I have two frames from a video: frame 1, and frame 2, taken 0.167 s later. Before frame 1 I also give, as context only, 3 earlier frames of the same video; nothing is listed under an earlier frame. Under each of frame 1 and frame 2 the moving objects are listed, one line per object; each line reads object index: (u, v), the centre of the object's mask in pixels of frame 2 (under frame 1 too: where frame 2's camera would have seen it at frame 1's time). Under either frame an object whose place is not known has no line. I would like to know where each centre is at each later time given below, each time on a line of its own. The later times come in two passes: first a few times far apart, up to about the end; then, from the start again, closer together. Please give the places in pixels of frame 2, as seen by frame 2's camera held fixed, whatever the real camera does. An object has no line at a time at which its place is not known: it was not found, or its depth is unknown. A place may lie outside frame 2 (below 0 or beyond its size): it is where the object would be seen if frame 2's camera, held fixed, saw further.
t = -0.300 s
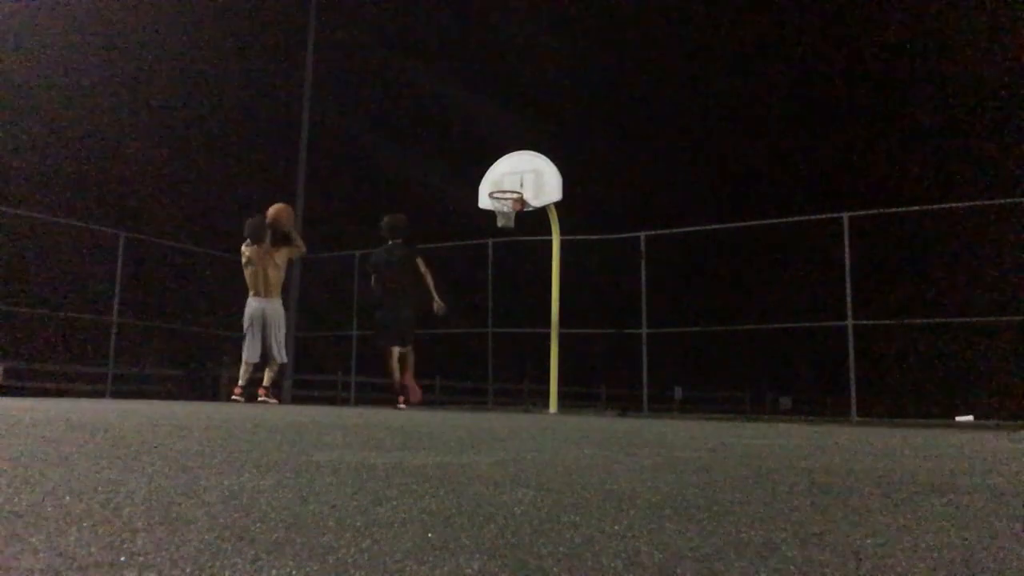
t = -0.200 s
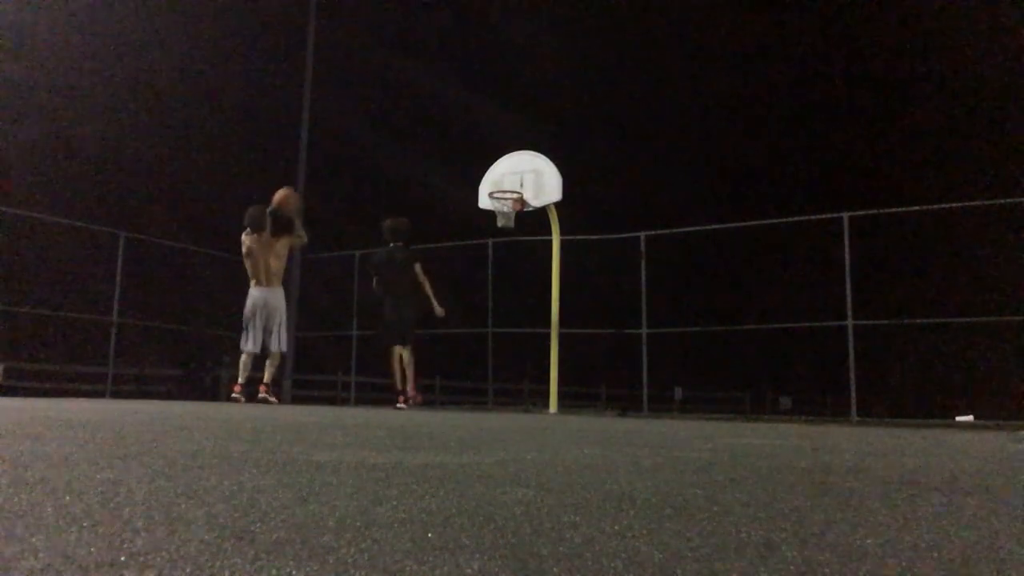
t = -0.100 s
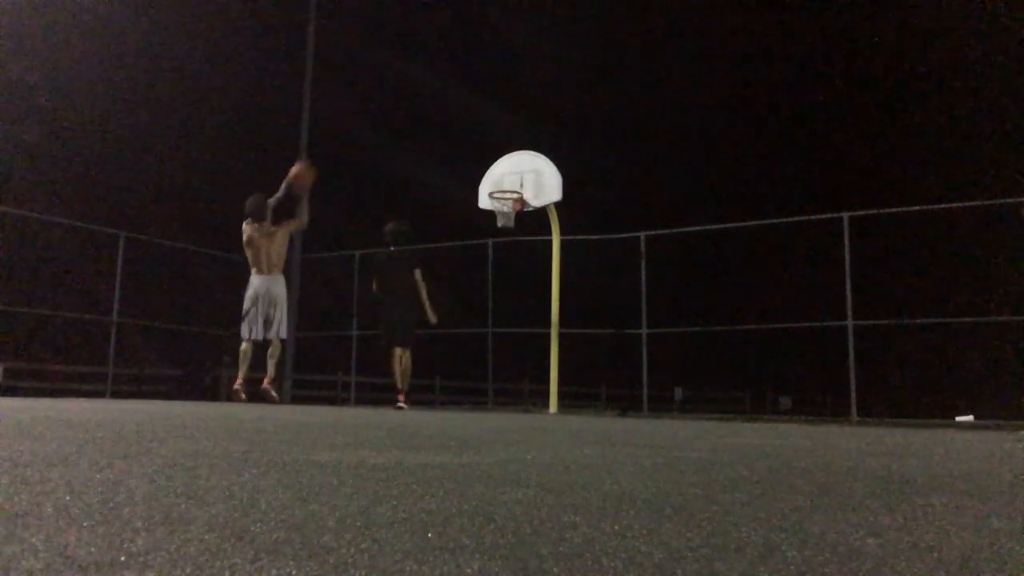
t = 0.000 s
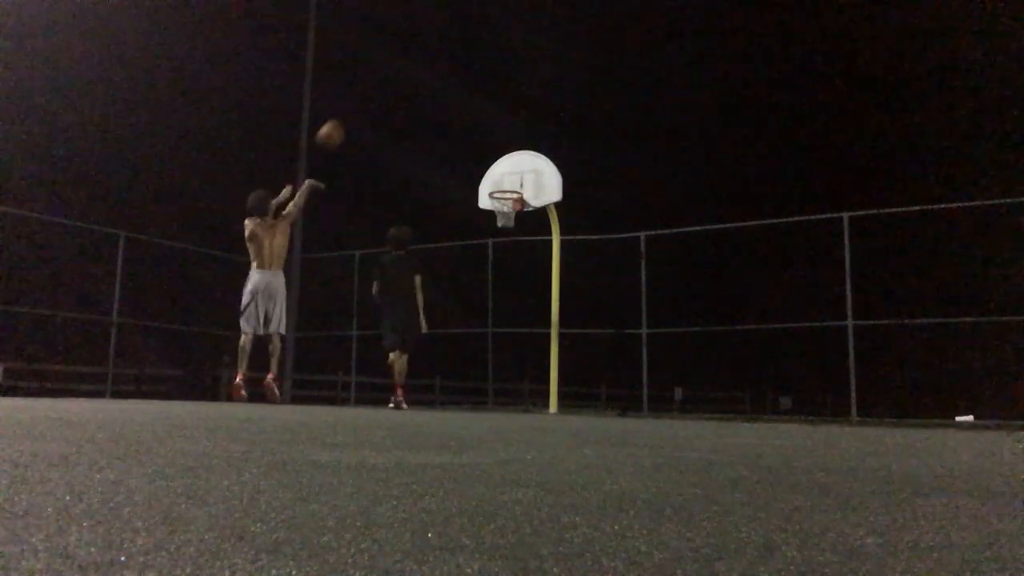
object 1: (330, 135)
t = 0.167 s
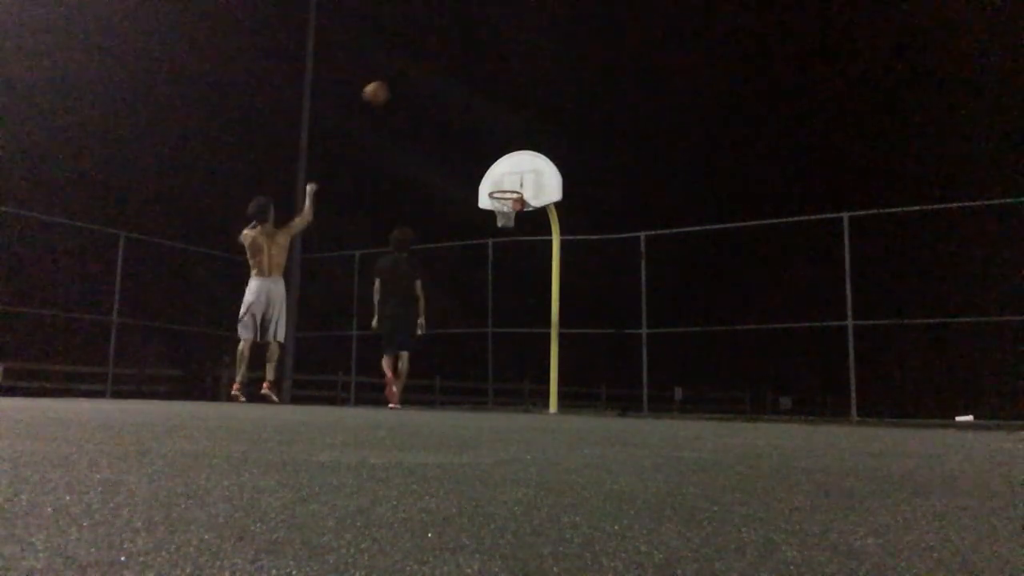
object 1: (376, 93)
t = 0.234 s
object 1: (391, 85)
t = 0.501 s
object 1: (442, 86)
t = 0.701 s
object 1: (474, 120)
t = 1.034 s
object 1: (505, 207)
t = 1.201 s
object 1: (502, 209)
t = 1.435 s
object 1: (504, 227)
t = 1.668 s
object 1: (507, 255)
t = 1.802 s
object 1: (508, 287)
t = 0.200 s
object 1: (384, 88)
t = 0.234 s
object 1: (391, 85)
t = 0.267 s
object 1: (398, 81)
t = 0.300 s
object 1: (406, 79)
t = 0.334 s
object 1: (412, 78)
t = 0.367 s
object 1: (418, 78)
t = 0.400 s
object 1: (424, 79)
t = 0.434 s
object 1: (431, 81)
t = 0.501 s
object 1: (442, 86)
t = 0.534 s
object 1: (447, 90)
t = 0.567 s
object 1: (453, 94)
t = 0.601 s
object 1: (458, 100)
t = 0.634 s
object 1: (464, 106)
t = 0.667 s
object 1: (470, 113)
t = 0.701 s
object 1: (474, 120)
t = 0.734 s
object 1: (477, 127)
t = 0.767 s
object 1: (483, 137)
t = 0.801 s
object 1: (487, 145)
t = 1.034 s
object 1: (505, 207)
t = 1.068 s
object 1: (505, 210)
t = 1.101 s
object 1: (503, 206)
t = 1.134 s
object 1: (503, 203)
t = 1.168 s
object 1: (503, 205)
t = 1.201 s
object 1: (502, 209)
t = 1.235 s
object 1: (502, 211)
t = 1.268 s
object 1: (502, 213)
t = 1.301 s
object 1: (503, 214)
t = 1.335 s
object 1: (503, 216)
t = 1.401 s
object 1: (505, 227)
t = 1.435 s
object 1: (504, 227)
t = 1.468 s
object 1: (504, 228)
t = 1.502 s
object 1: (505, 230)
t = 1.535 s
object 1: (505, 232)
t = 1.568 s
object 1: (505, 234)
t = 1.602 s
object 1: (506, 241)
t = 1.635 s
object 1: (506, 248)
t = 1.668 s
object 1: (507, 255)
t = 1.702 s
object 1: (507, 262)
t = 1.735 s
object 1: (507, 270)
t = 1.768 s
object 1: (508, 278)
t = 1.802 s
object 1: (508, 287)
